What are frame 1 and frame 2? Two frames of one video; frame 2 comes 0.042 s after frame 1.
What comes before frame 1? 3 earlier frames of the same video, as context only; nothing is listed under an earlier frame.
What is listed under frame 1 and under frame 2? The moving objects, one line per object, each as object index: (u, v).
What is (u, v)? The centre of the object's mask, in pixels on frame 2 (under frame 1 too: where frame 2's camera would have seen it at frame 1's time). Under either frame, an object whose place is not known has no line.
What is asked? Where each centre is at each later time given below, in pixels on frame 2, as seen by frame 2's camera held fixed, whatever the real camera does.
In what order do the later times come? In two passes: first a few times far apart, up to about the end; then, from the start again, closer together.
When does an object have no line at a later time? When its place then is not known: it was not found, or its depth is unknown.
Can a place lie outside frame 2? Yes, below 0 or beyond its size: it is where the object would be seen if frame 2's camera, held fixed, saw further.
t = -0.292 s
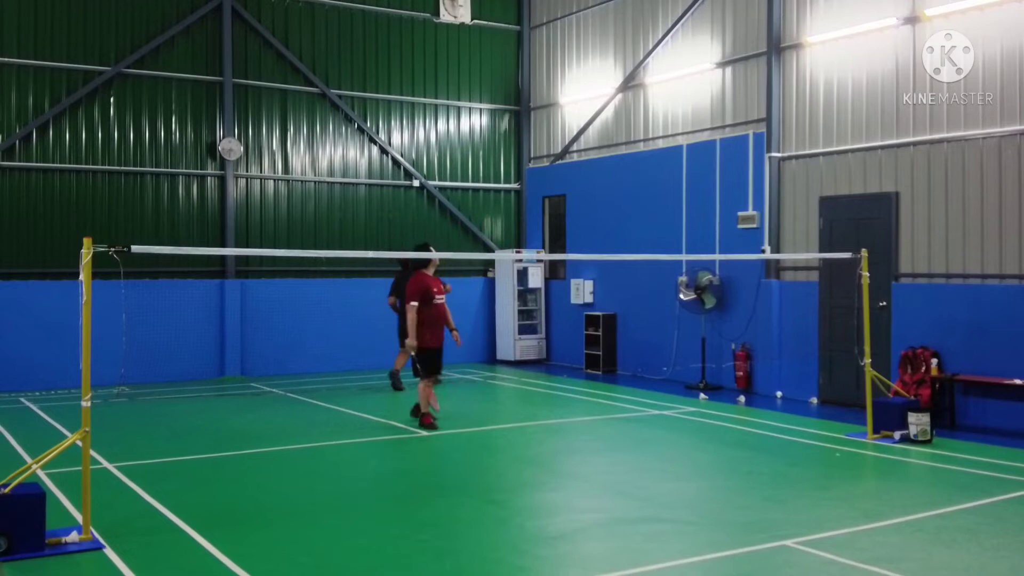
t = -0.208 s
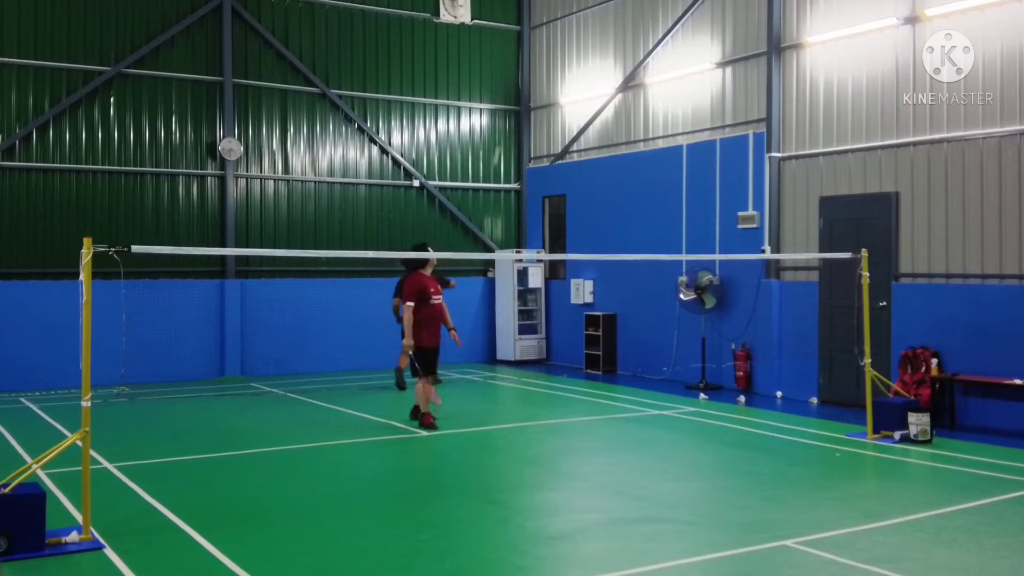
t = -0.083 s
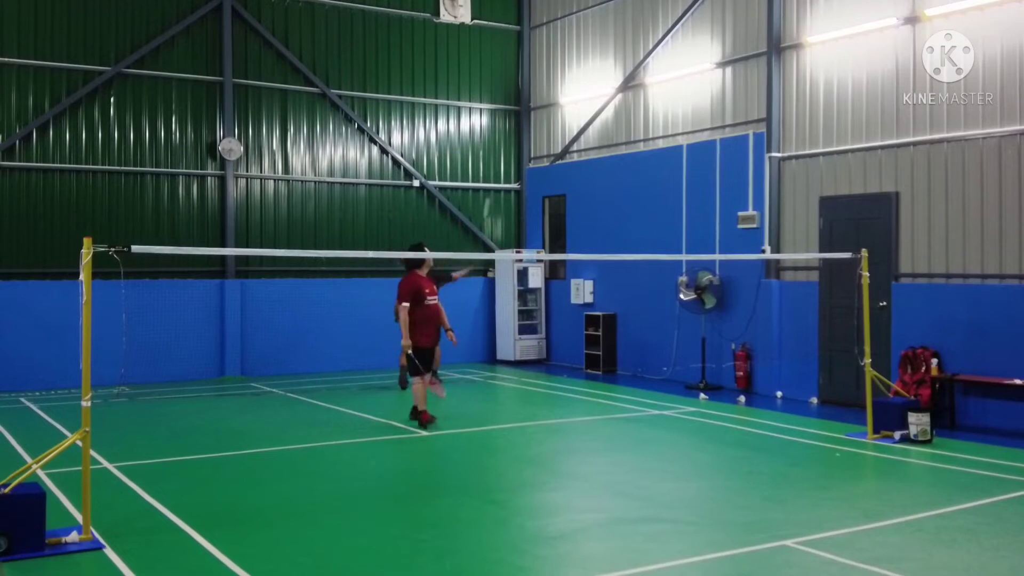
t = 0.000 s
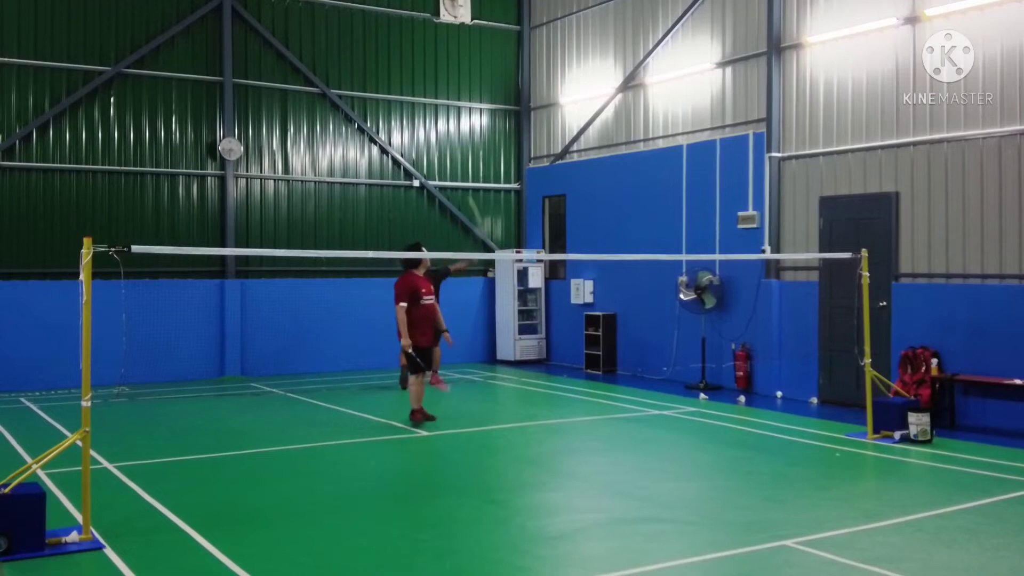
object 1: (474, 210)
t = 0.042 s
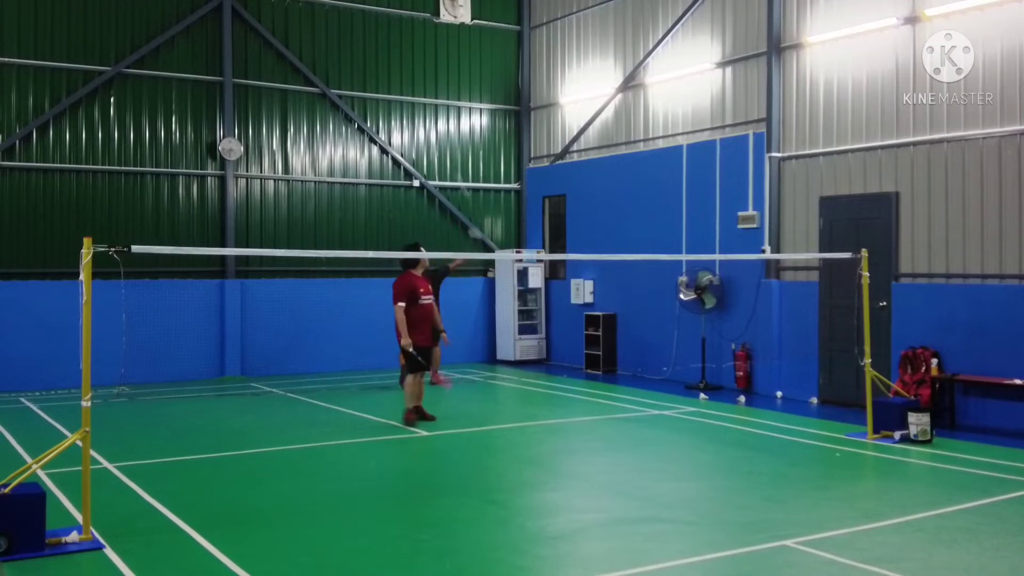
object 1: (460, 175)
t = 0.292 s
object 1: (400, 83)
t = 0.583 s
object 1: (329, 55)
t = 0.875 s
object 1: (255, 143)
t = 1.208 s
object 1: (194, 346)
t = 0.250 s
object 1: (409, 92)
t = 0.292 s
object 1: (400, 83)
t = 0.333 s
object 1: (390, 73)
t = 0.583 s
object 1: (329, 55)
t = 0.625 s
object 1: (318, 59)
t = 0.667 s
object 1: (308, 67)
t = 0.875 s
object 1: (255, 143)
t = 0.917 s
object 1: (244, 168)
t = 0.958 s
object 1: (232, 197)
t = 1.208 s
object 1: (194, 346)
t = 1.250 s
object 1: (187, 382)
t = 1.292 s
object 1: (183, 417)
